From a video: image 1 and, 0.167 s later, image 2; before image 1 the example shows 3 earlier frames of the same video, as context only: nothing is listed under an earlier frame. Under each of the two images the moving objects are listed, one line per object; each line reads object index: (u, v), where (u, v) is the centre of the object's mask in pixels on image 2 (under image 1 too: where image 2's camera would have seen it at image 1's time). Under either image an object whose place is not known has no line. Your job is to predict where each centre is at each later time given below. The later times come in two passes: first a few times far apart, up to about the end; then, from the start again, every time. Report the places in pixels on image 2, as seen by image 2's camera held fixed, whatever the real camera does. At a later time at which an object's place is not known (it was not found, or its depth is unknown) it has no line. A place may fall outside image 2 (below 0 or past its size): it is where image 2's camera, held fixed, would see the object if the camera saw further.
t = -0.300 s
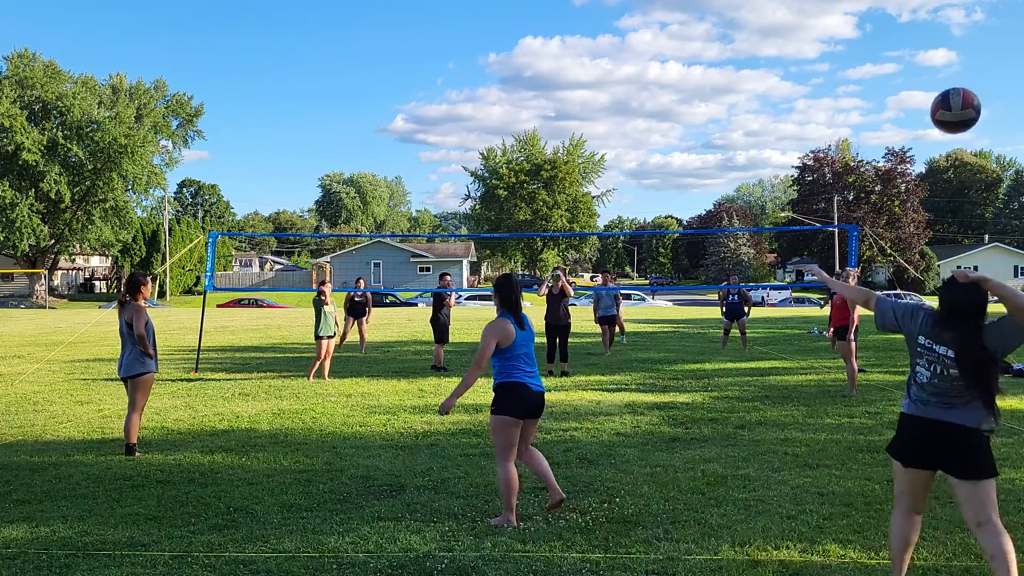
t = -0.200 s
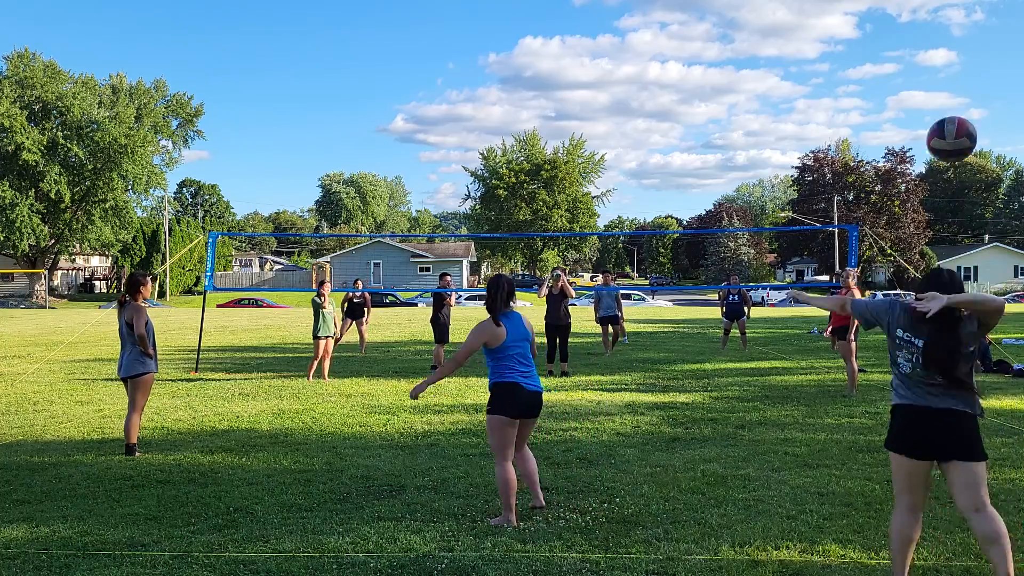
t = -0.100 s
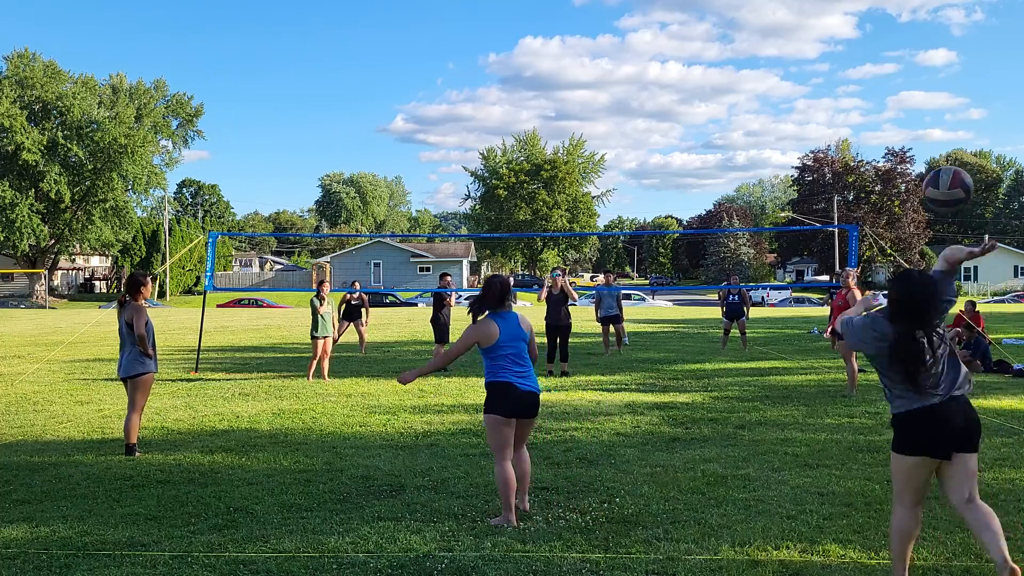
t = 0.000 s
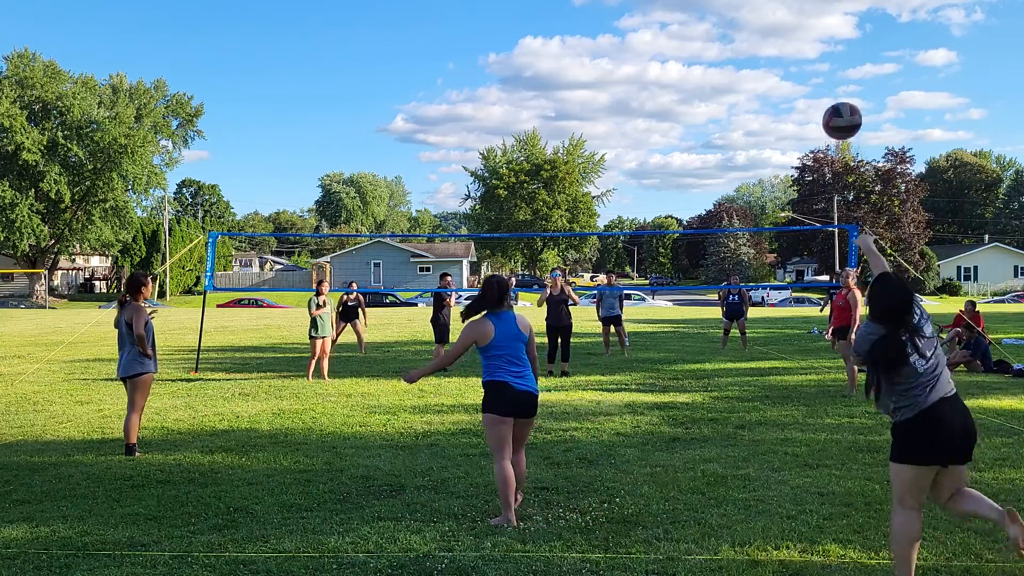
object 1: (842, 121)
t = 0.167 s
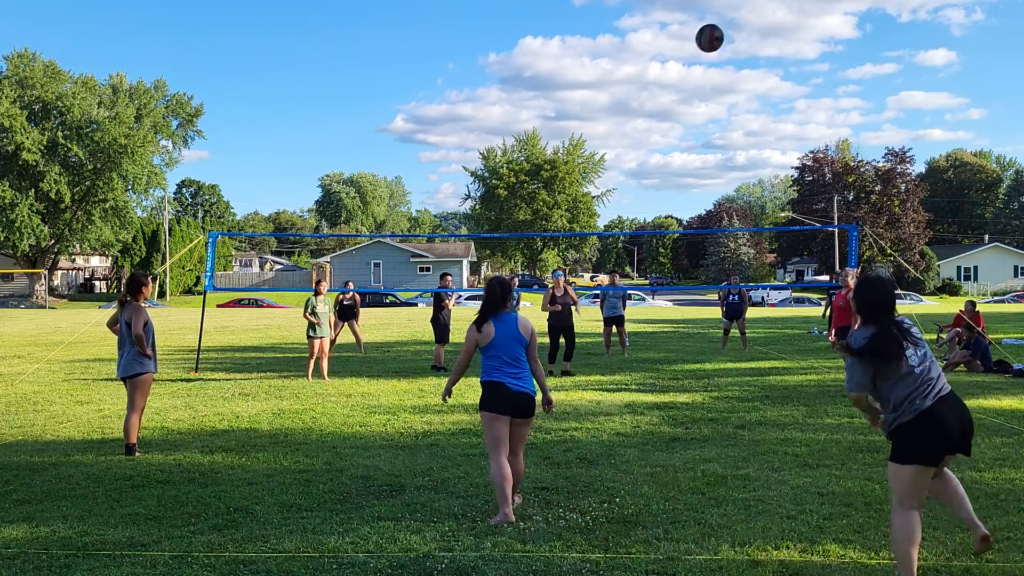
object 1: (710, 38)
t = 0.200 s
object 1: (692, 30)
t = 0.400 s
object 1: (614, 18)
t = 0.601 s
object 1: (565, 42)
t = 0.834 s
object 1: (527, 87)
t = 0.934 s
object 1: (515, 111)
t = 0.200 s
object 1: (692, 30)
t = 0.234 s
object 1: (676, 24)
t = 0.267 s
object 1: (662, 20)
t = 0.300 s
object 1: (648, 17)
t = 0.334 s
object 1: (636, 16)
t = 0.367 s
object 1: (625, 17)
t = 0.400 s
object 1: (614, 18)
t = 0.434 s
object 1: (605, 20)
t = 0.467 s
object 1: (596, 23)
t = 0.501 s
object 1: (588, 27)
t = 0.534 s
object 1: (580, 31)
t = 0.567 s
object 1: (572, 36)
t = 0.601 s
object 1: (565, 42)
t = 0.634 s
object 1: (559, 47)
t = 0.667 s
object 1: (553, 53)
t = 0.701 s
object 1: (547, 59)
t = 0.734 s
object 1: (541, 66)
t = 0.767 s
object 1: (536, 73)
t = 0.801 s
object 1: (531, 80)
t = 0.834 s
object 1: (527, 87)
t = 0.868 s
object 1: (522, 95)
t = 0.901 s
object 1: (518, 103)
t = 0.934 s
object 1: (515, 111)
